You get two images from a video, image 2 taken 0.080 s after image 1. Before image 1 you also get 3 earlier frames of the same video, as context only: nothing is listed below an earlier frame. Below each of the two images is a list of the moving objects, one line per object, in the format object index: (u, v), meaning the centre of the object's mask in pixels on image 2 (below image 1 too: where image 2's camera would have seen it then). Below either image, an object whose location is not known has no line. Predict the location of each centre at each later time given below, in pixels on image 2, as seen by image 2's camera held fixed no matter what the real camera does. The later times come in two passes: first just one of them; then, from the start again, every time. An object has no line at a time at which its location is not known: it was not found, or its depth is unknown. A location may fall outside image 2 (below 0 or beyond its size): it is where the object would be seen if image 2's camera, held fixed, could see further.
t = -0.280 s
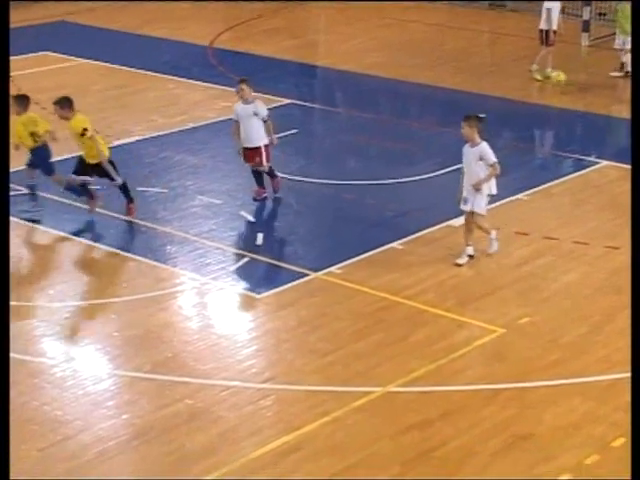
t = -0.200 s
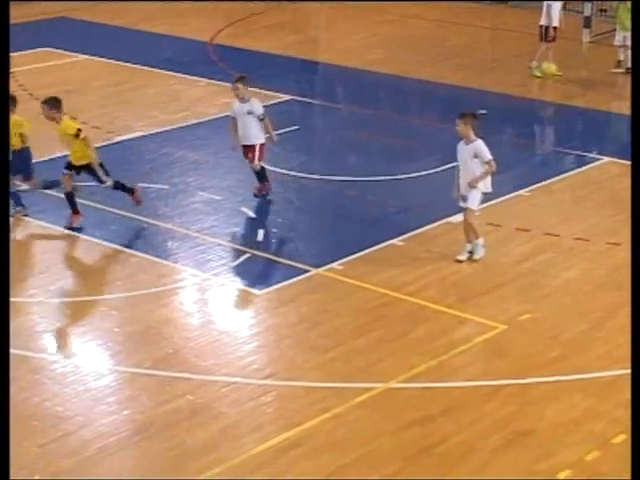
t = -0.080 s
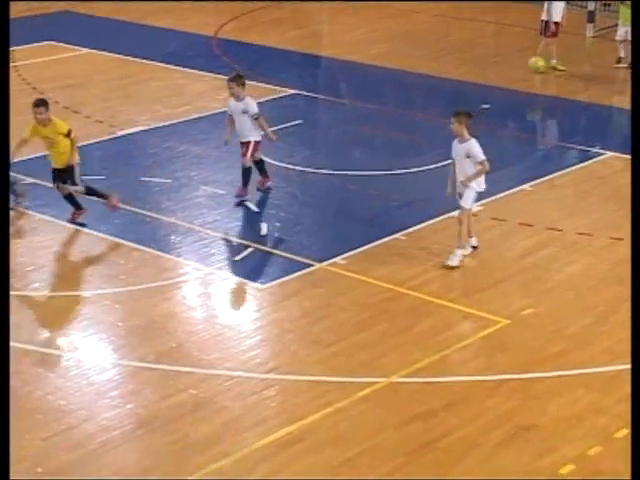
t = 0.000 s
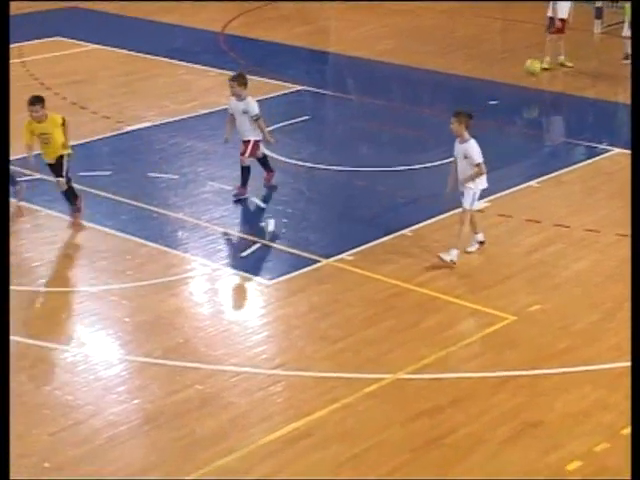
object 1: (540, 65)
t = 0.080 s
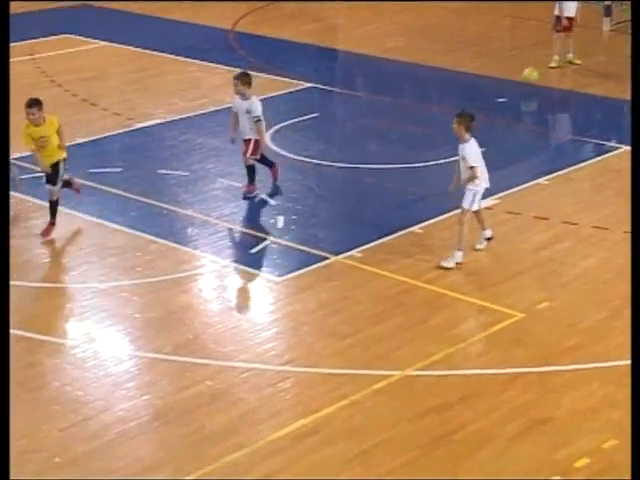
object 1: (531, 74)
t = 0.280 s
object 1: (499, 83)
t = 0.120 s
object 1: (524, 82)
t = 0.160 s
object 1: (519, 80)
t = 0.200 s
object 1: (512, 80)
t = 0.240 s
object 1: (505, 81)
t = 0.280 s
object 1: (499, 83)
